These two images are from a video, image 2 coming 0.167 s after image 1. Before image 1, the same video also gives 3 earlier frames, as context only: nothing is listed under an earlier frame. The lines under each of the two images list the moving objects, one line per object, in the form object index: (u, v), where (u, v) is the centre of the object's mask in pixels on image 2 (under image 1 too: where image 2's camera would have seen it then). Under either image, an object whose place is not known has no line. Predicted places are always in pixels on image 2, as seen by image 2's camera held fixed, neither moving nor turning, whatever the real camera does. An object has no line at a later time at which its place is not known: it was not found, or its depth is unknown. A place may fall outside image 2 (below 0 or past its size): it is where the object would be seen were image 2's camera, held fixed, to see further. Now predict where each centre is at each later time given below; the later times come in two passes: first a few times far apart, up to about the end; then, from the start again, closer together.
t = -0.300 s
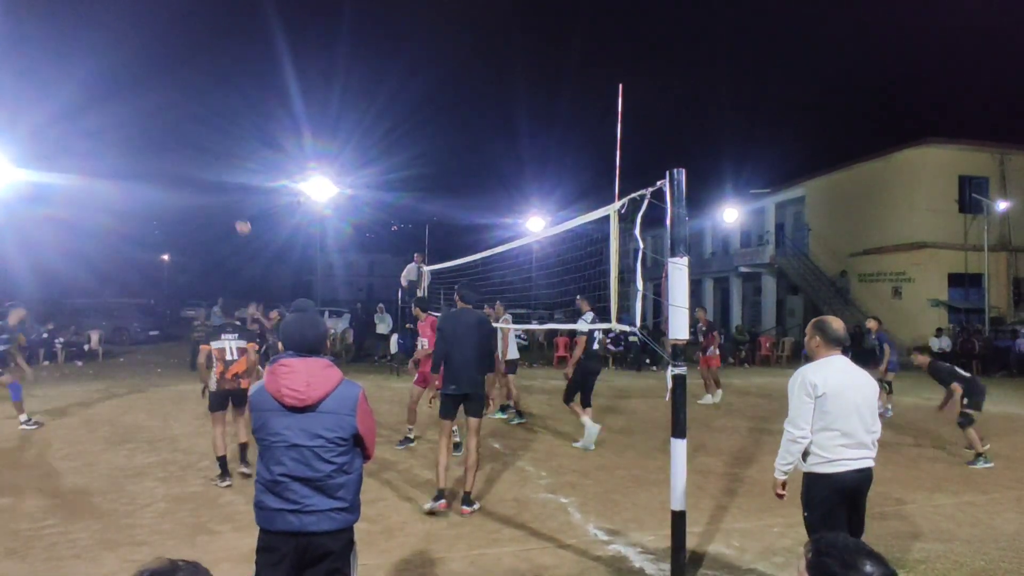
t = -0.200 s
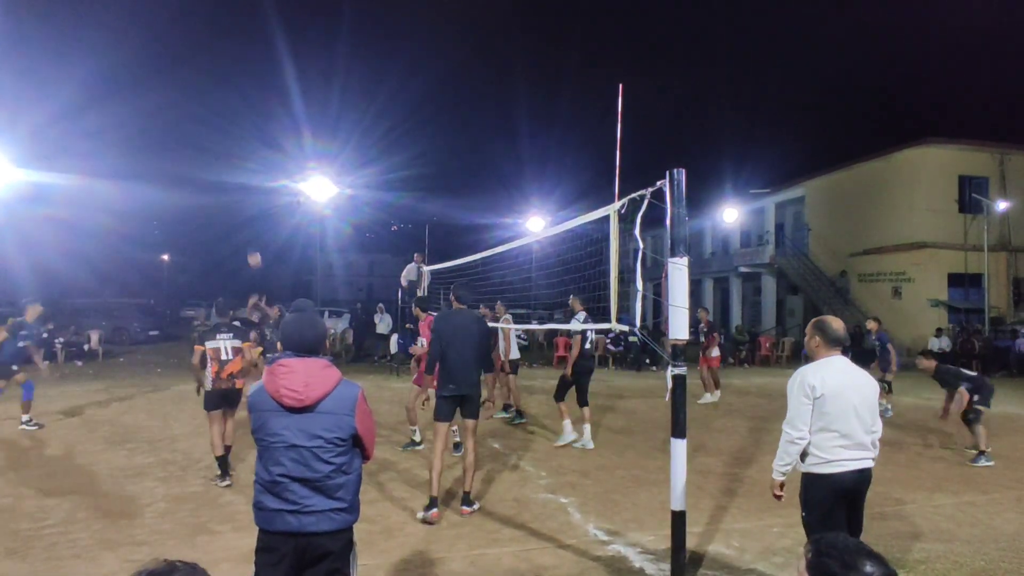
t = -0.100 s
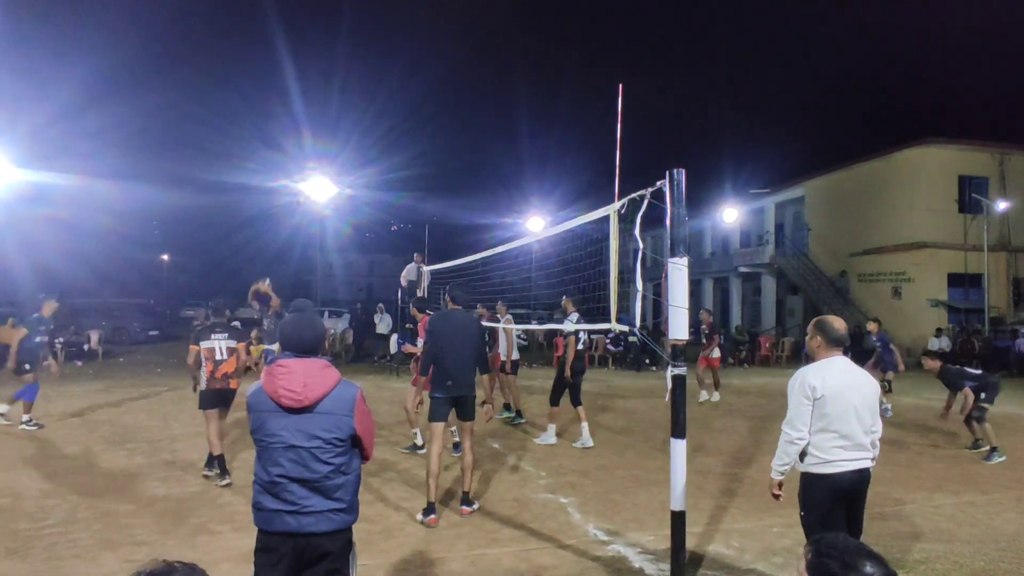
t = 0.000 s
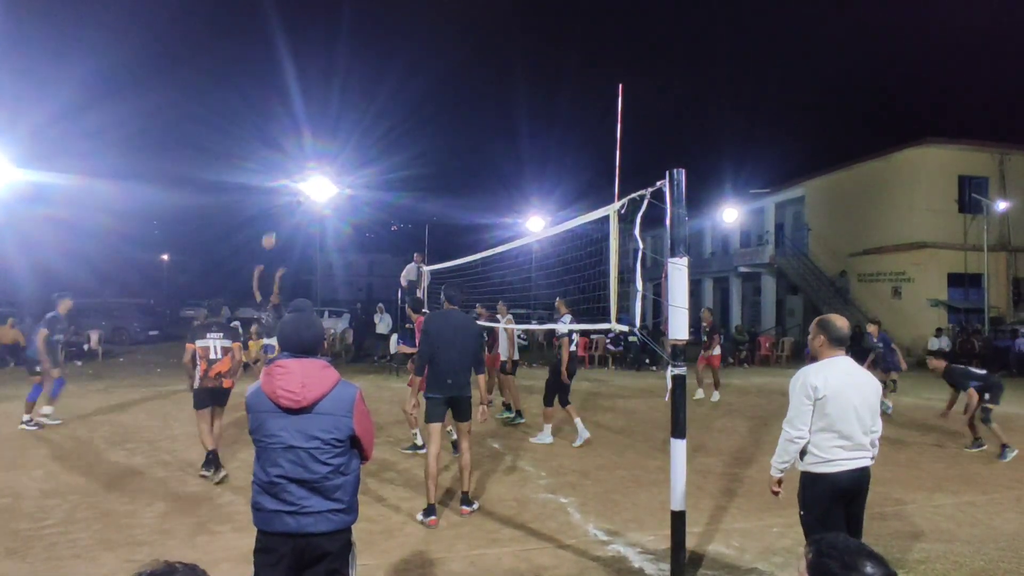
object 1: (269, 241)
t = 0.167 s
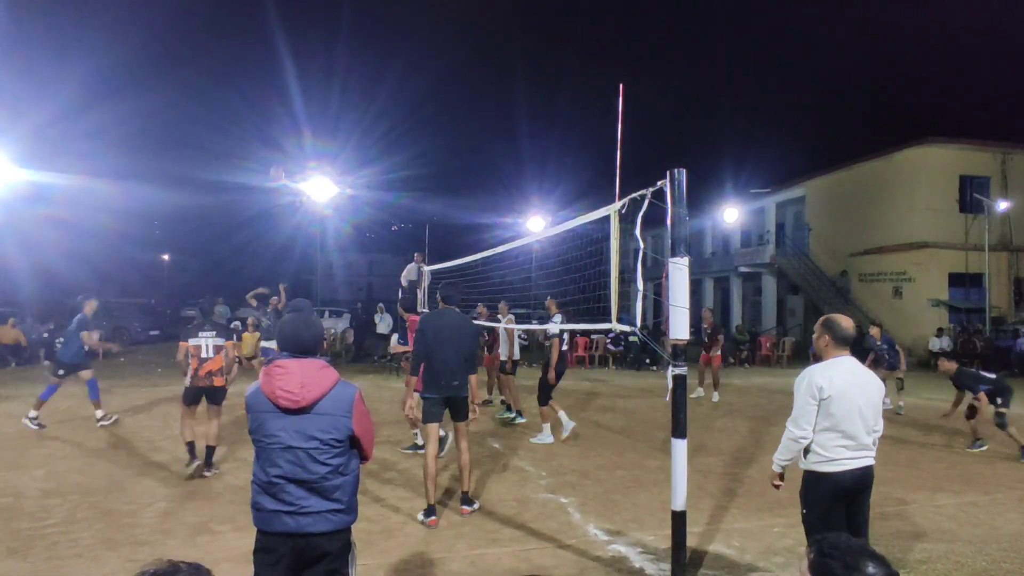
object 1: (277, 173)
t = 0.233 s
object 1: (280, 151)
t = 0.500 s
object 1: (291, 80)
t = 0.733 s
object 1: (301, 53)
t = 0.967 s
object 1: (311, 60)
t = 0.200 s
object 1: (278, 160)
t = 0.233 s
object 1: (280, 151)
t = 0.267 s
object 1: (281, 139)
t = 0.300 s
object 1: (282, 129)
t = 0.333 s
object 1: (284, 119)
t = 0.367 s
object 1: (285, 110)
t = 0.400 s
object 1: (286, 102)
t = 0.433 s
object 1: (288, 94)
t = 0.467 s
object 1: (289, 87)
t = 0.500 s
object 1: (291, 80)
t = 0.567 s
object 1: (294, 69)
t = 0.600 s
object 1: (295, 64)
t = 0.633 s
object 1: (297, 60)
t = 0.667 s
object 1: (298, 57)
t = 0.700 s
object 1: (300, 55)
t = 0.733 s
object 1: (301, 53)
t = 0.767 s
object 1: (303, 52)
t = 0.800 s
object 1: (304, 51)
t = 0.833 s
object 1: (305, 51)
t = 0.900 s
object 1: (308, 54)
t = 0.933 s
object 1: (310, 56)
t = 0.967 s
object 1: (311, 60)
